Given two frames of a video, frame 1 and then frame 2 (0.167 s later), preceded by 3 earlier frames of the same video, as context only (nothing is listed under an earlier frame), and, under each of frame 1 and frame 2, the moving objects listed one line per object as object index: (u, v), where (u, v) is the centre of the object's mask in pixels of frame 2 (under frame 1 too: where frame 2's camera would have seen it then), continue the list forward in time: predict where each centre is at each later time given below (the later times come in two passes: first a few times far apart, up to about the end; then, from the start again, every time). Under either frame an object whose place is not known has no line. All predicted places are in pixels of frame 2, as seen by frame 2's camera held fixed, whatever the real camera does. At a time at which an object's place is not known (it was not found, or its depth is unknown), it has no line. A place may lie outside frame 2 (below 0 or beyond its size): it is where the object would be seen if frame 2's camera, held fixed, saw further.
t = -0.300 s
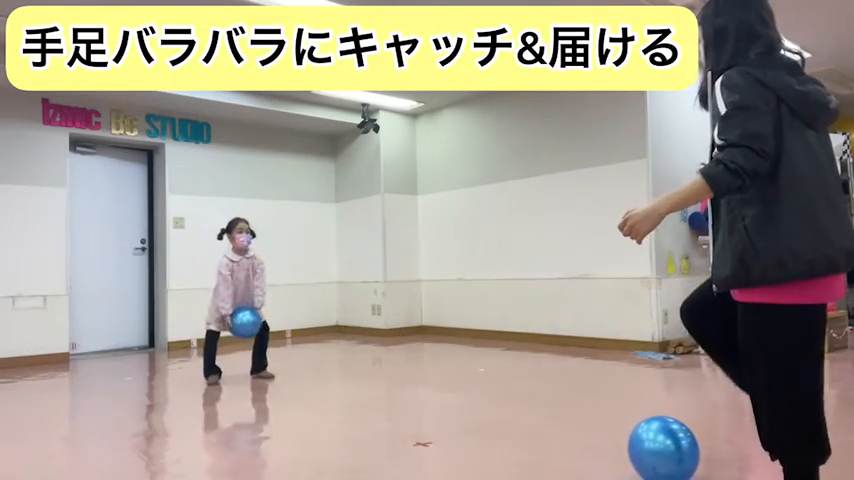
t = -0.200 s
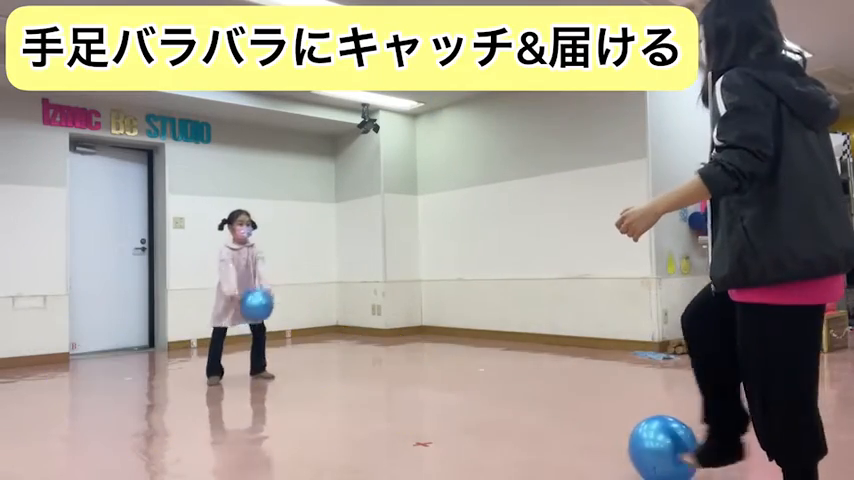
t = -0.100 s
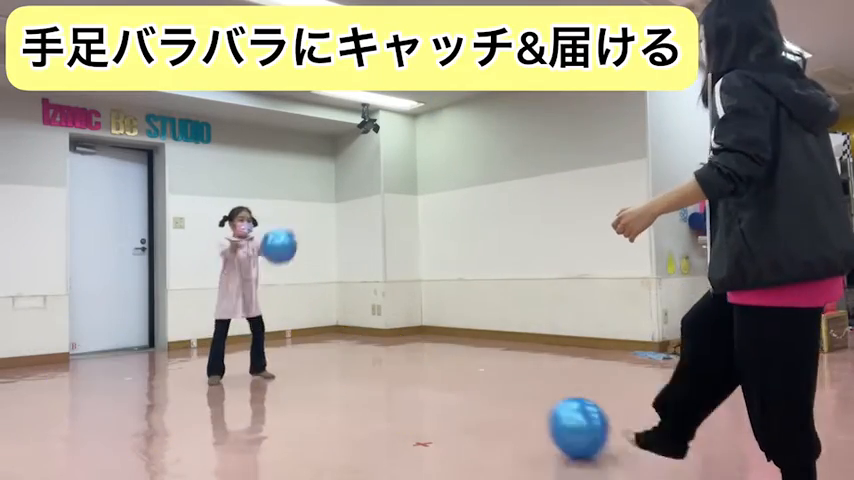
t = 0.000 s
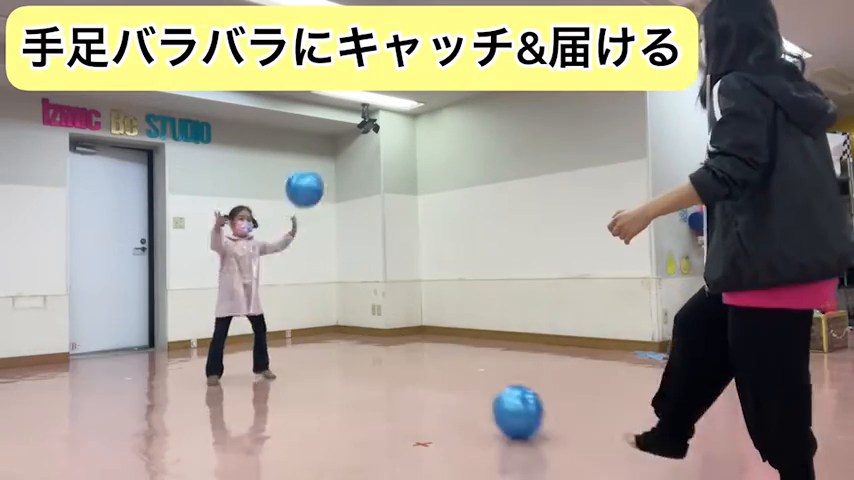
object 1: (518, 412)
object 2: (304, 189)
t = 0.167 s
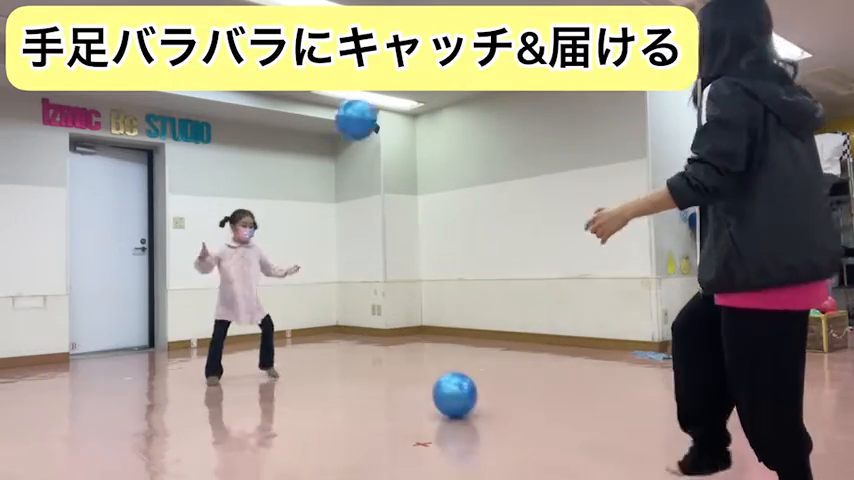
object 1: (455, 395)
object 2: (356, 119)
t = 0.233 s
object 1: (436, 390)
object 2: (379, 108)
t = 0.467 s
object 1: (389, 377)
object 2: (472, 117)
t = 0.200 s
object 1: (445, 392)
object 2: (367, 112)
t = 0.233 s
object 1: (436, 390)
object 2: (379, 108)
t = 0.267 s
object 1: (428, 387)
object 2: (391, 105)
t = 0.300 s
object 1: (420, 384)
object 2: (405, 104)
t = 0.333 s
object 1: (414, 383)
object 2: (417, 104)
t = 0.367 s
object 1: (407, 382)
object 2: (430, 105)
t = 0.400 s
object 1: (401, 378)
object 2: (443, 107)
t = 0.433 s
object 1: (395, 377)
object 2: (458, 111)
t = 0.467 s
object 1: (389, 377)
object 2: (472, 117)
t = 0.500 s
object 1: (384, 374)
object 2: (487, 129)
